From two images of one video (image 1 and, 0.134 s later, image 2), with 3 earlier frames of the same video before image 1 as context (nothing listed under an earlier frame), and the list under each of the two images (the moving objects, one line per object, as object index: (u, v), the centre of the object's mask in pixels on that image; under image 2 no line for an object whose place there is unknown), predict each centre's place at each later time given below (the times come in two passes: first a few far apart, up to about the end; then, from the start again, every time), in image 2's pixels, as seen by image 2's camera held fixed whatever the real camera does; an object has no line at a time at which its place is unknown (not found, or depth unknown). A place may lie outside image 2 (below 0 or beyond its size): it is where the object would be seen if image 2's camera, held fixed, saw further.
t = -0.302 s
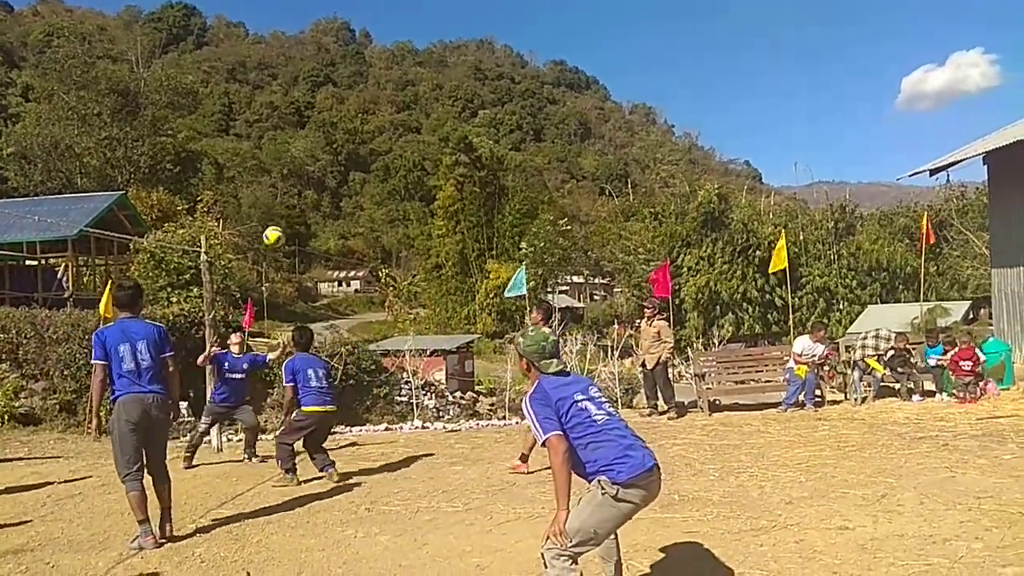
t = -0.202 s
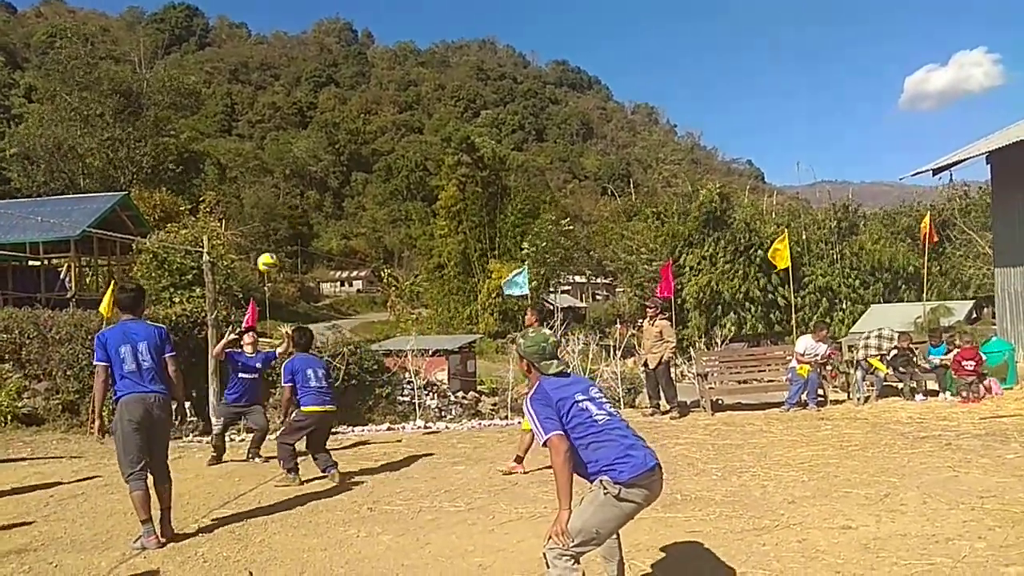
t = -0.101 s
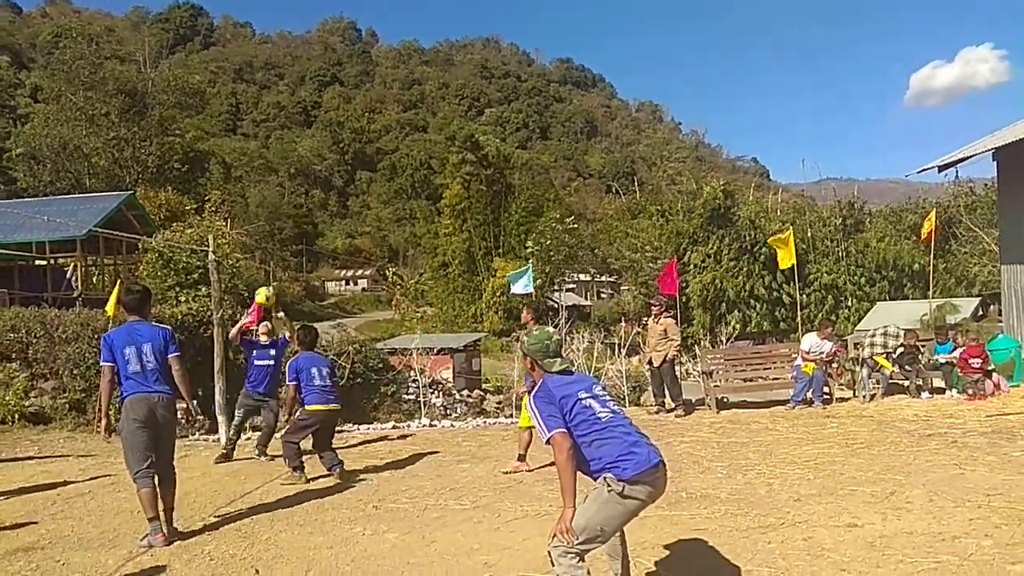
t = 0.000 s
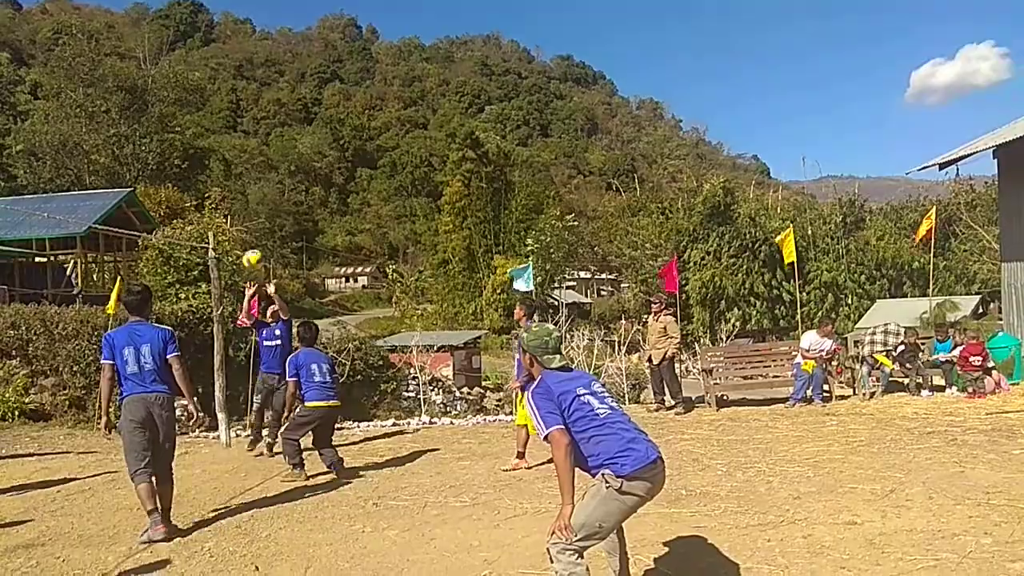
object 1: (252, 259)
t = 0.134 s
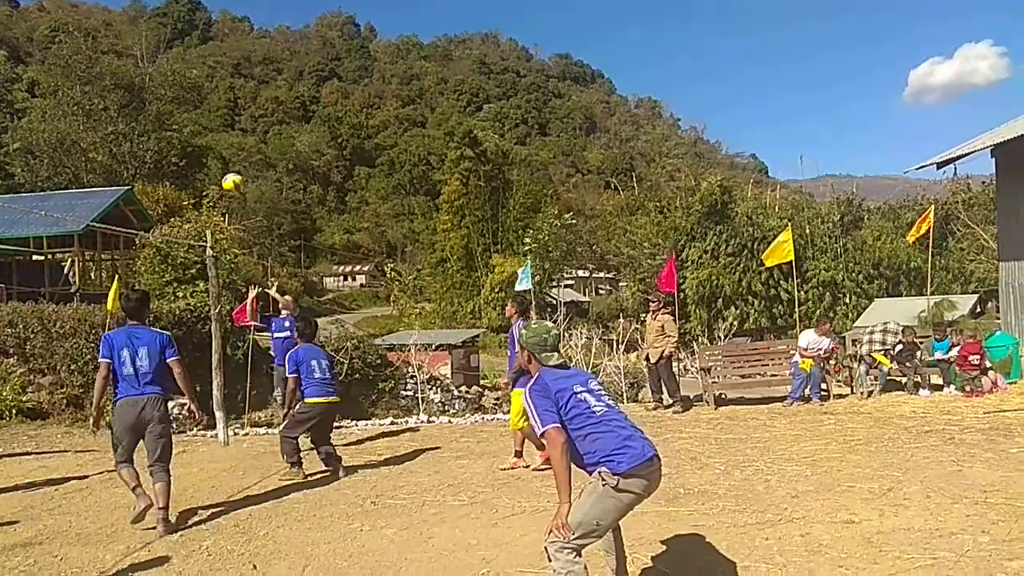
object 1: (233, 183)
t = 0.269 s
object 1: (214, 120)
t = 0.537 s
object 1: (180, 47)
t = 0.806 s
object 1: (149, 44)
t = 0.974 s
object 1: (129, 85)
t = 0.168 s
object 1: (227, 165)
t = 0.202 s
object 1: (222, 151)
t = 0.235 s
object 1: (219, 136)
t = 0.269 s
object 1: (214, 120)
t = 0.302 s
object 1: (209, 109)
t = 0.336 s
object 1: (206, 98)
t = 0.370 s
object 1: (202, 87)
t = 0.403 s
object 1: (198, 76)
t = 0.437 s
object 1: (194, 67)
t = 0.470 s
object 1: (187, 57)
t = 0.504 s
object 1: (184, 52)
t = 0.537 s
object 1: (180, 47)
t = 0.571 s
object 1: (176, 44)
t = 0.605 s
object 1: (173, 40)
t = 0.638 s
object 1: (169, 37)
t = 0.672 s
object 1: (165, 37)
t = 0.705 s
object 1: (161, 37)
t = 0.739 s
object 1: (157, 37)
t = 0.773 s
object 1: (153, 41)
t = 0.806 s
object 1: (149, 44)
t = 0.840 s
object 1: (145, 49)
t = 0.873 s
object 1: (142, 57)
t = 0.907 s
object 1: (137, 64)
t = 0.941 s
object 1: (131, 73)
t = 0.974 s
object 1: (129, 85)
